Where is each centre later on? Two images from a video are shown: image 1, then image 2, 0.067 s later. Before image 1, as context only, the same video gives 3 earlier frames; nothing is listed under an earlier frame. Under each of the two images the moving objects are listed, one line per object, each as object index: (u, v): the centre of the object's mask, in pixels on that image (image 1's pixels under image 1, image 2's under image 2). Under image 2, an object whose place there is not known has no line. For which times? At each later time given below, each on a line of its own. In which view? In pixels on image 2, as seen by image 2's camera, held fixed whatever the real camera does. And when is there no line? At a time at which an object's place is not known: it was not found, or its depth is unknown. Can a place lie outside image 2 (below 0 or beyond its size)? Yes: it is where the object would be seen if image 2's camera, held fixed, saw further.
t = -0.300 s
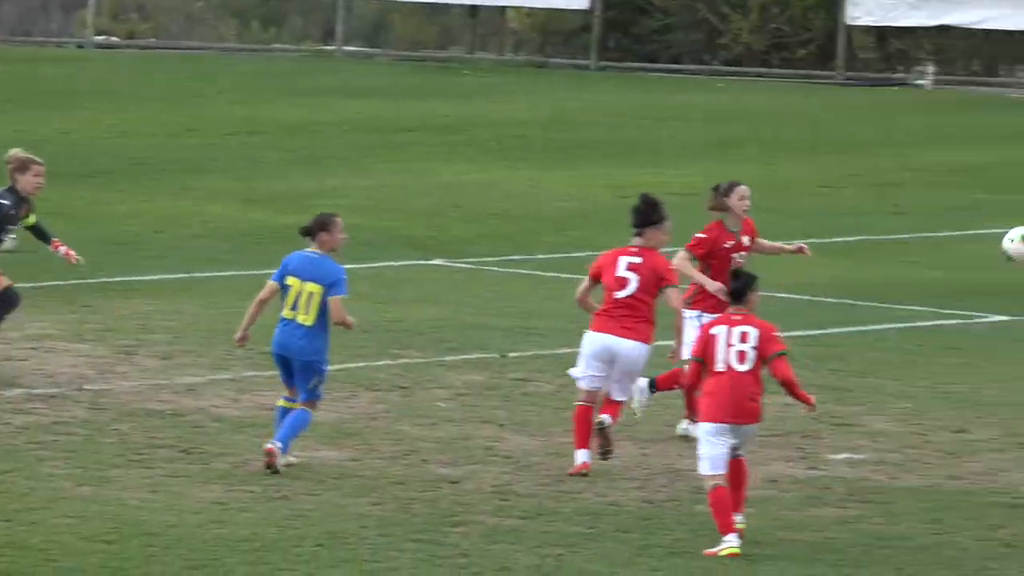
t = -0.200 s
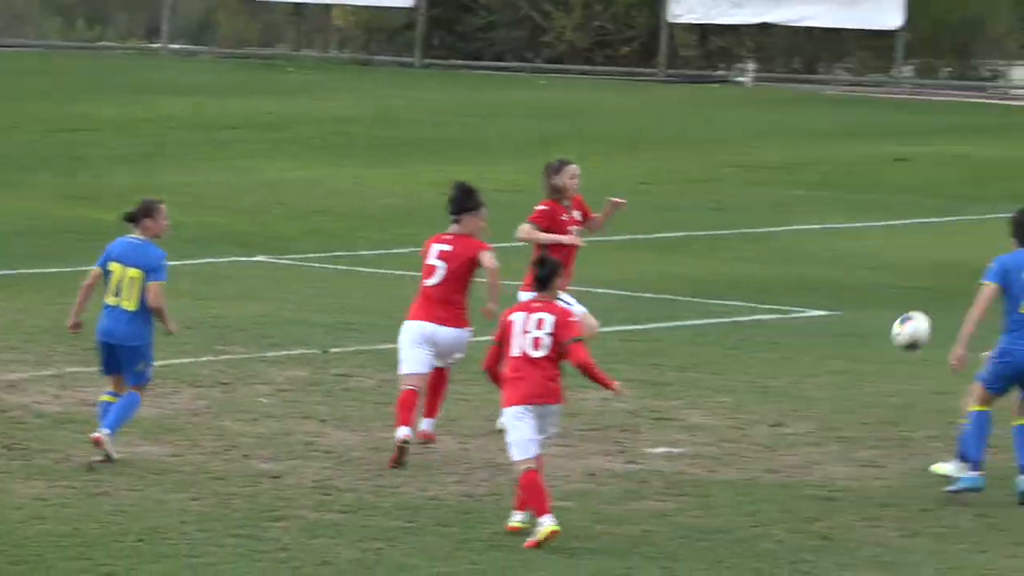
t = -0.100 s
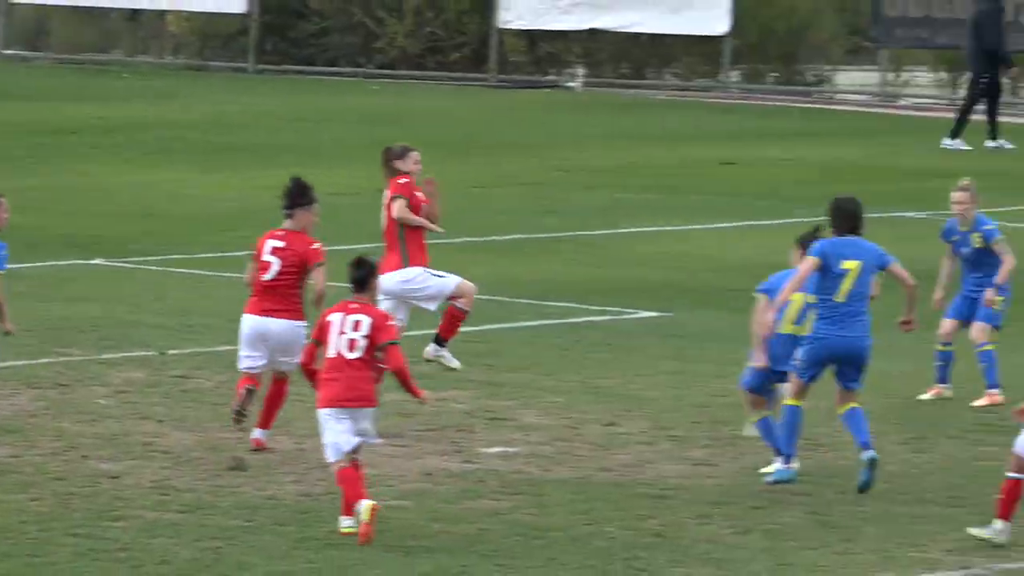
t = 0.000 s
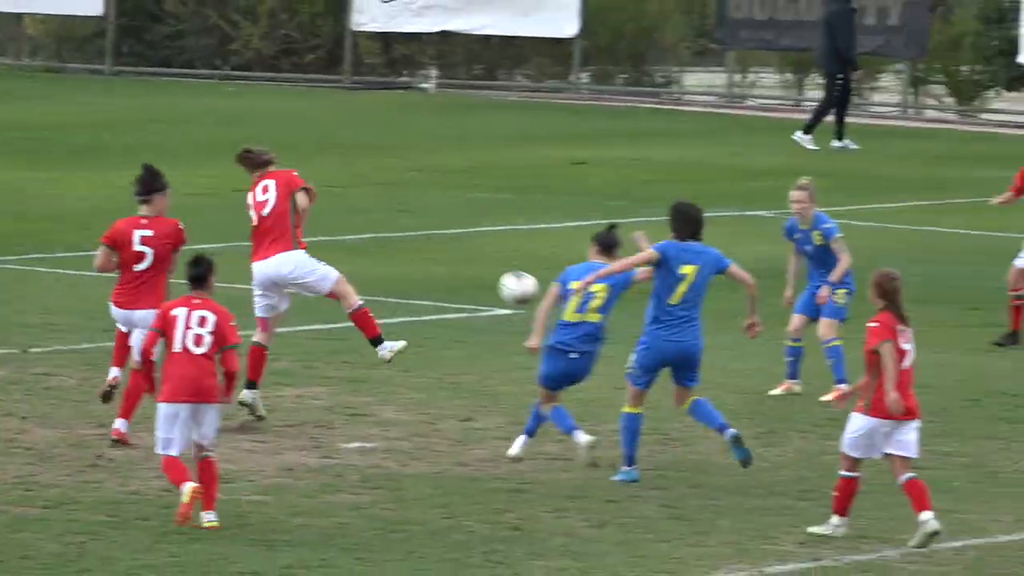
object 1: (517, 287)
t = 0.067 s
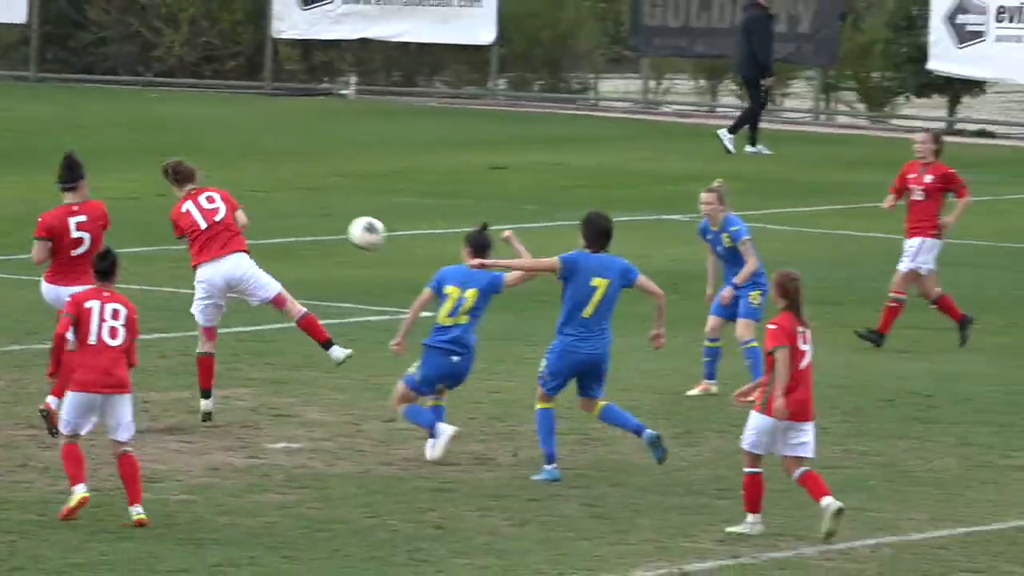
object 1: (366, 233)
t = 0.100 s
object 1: (350, 220)
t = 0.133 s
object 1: (319, 198)
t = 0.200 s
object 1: (276, 169)
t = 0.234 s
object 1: (248, 155)
